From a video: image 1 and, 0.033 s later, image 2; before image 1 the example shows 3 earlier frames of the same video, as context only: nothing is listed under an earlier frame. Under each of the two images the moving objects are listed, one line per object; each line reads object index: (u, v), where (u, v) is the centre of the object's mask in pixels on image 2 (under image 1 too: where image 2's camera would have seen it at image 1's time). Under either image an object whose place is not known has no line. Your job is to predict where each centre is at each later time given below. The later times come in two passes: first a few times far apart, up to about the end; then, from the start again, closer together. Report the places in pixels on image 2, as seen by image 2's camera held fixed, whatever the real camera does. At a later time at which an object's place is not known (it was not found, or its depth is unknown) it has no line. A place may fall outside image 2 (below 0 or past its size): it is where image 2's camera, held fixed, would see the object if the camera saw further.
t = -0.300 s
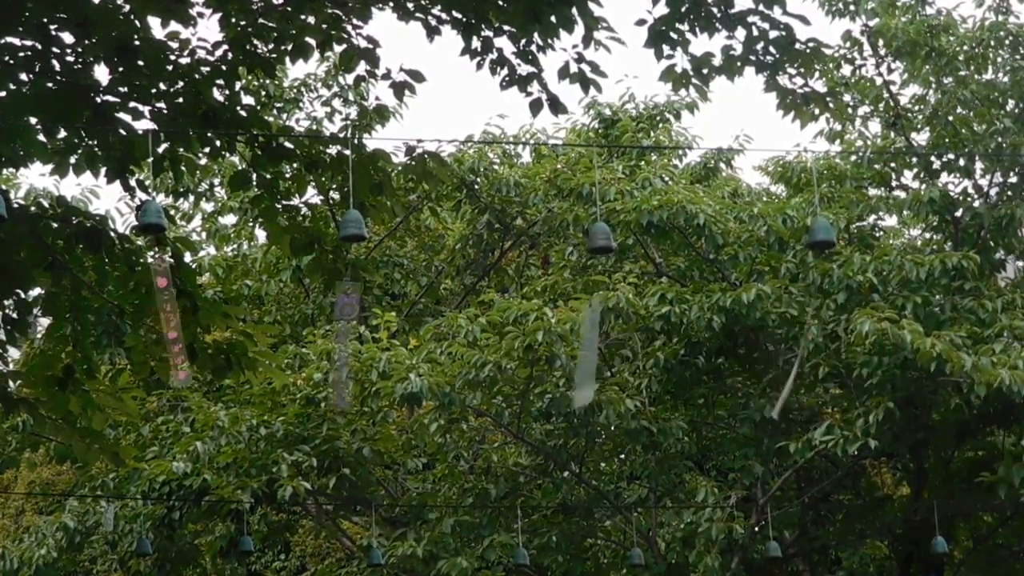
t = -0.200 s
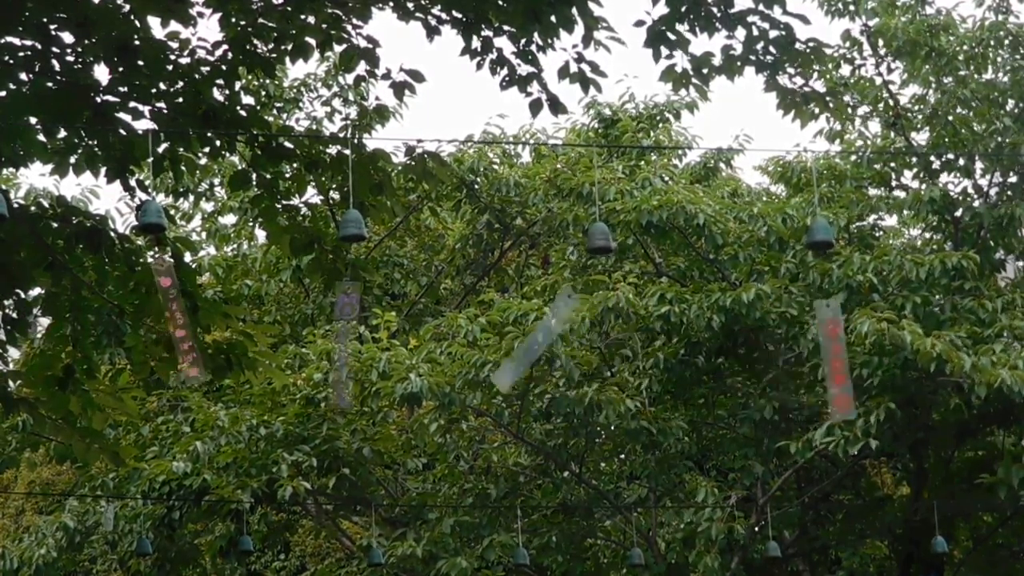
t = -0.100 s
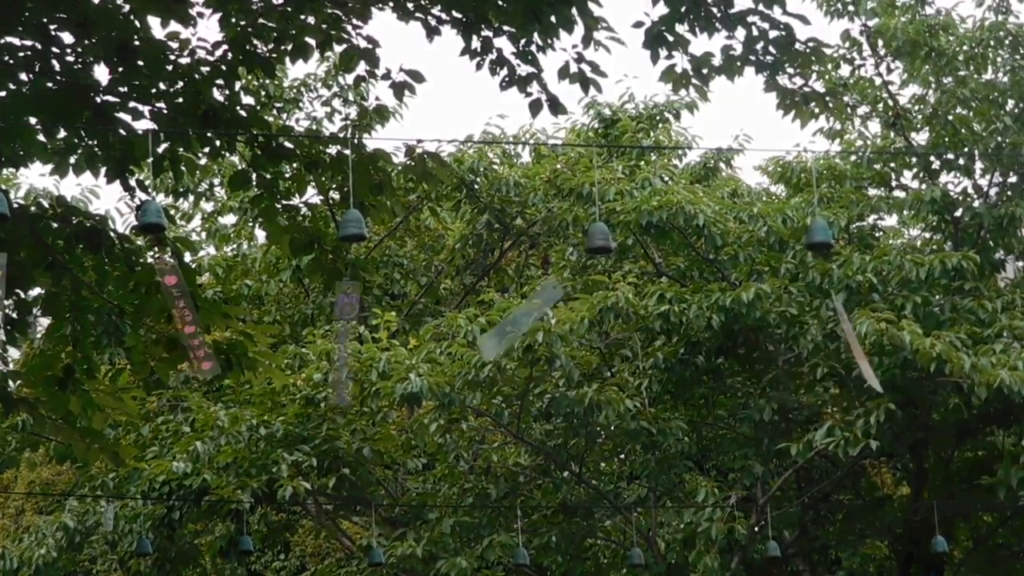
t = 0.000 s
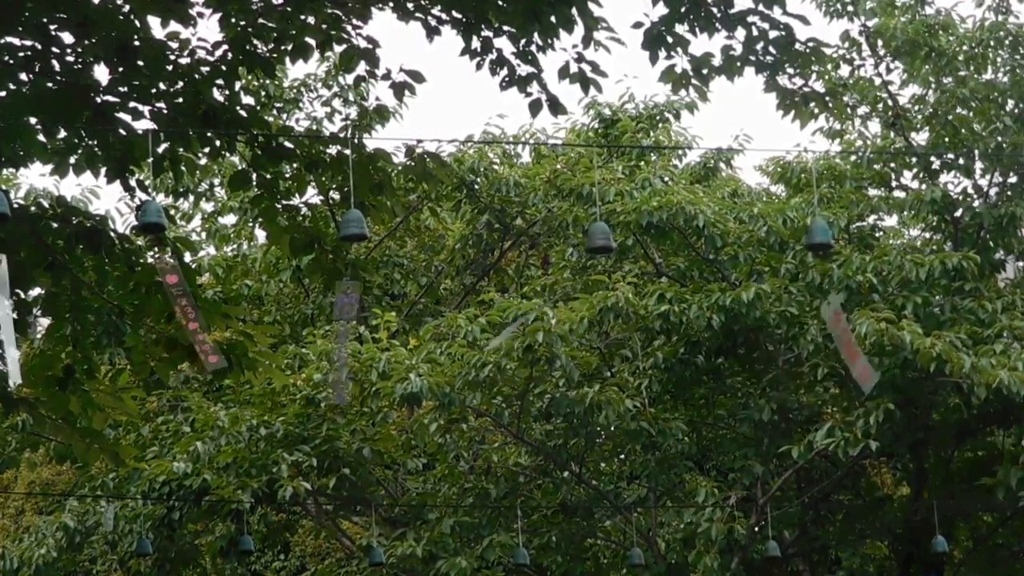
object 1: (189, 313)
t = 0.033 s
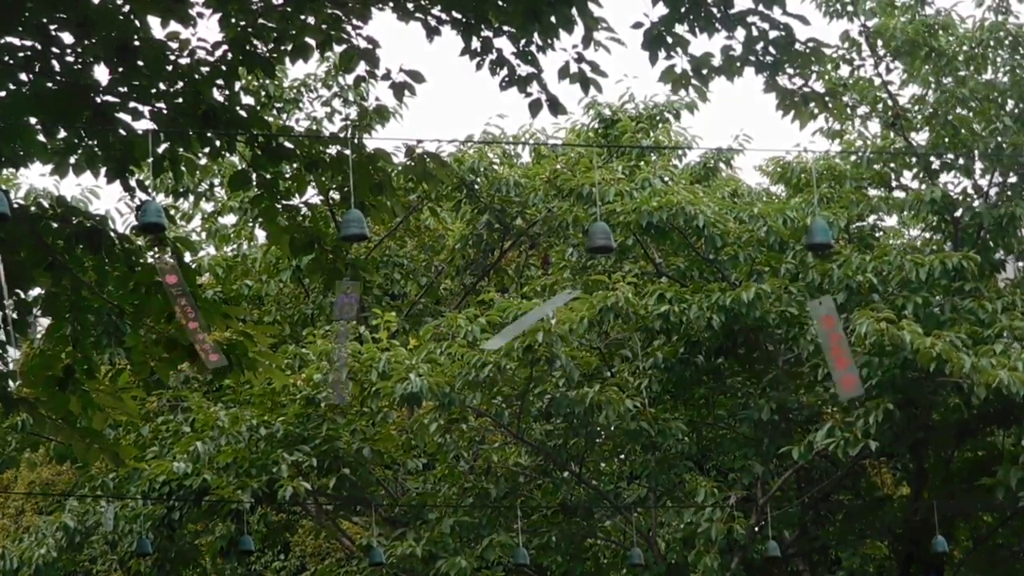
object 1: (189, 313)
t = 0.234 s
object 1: (187, 313)
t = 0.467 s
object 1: (173, 318)
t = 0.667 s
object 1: (167, 322)
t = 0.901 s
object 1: (166, 323)
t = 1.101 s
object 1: (164, 323)
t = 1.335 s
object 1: (161, 324)
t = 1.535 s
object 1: (162, 323)
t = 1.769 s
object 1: (166, 322)
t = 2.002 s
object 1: (171, 320)
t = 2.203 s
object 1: (176, 322)
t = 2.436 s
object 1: (179, 322)
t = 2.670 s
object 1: (176, 320)
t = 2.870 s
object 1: (172, 320)
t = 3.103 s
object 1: (173, 319)
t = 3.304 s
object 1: (179, 317)
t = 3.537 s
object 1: (170, 318)
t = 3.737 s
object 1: (163, 316)
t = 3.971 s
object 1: (165, 314)
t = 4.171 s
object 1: (160, 315)
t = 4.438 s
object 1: (161, 315)
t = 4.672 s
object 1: (167, 313)
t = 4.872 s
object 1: (167, 313)
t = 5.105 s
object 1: (172, 312)
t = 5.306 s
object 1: (176, 311)
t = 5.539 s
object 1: (176, 316)
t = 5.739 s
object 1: (172, 318)
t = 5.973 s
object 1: (171, 318)
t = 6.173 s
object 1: (174, 316)
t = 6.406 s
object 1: (173, 315)
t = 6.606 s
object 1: (168, 316)
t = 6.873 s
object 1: (168, 315)
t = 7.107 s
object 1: (172, 314)
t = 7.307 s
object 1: (168, 315)
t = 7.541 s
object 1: (166, 315)
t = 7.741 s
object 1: (169, 315)
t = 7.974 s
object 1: (169, 315)
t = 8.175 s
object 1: (166, 319)
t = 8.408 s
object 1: (167, 317)
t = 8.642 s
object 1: (170, 316)
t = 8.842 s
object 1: (169, 316)
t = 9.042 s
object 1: (165, 317)
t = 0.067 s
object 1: (188, 313)
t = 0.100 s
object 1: (188, 313)
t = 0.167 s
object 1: (188, 313)
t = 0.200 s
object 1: (188, 313)
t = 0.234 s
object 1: (187, 313)
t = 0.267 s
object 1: (185, 314)
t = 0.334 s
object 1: (181, 315)
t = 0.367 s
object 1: (179, 315)
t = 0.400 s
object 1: (177, 318)
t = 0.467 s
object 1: (173, 318)
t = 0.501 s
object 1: (171, 318)
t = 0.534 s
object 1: (170, 318)
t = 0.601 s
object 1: (169, 321)
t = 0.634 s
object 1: (168, 321)
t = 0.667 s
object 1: (167, 322)
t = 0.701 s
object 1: (167, 323)
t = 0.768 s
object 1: (166, 323)
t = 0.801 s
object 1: (165, 323)
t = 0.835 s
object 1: (165, 323)
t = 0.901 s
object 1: (166, 323)
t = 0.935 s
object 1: (165, 323)
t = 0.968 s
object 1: (165, 323)
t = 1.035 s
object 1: (165, 322)
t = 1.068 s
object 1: (164, 323)
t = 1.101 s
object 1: (164, 323)
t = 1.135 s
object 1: (163, 324)
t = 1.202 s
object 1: (162, 324)
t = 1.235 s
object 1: (162, 324)
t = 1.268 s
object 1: (161, 323)
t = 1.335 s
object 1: (161, 324)
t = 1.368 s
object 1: (161, 324)
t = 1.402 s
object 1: (161, 324)
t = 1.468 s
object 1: (161, 324)
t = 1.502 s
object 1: (161, 323)
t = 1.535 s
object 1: (162, 323)
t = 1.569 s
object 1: (162, 323)
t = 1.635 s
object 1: (164, 322)
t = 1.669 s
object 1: (164, 322)
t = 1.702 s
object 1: (165, 322)
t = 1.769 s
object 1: (166, 322)
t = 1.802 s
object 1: (167, 321)
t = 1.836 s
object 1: (168, 321)
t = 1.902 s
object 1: (169, 321)
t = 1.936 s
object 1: (170, 321)
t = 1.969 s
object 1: (170, 320)
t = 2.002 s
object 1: (171, 320)
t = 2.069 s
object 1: (173, 321)
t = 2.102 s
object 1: (174, 321)
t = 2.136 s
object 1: (175, 322)
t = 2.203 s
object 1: (176, 322)
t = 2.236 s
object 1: (177, 322)
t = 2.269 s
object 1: (178, 321)
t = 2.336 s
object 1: (179, 321)
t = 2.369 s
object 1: (179, 321)
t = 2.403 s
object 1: (179, 321)
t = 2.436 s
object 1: (179, 322)
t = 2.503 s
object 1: (179, 322)
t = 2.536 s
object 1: (179, 321)
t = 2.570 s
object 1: (178, 322)
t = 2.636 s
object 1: (177, 321)
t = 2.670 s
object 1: (176, 320)
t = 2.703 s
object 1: (175, 321)
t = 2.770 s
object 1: (173, 320)
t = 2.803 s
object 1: (173, 320)
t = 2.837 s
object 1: (172, 320)
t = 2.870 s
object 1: (172, 320)
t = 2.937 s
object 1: (171, 320)
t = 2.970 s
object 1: (171, 320)
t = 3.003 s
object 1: (171, 320)
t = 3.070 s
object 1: (173, 320)
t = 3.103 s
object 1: (173, 319)
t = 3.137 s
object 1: (174, 319)
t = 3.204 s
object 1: (176, 319)
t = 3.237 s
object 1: (178, 319)
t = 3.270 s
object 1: (179, 318)
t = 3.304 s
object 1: (179, 317)
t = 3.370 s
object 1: (179, 315)
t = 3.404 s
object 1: (178, 315)
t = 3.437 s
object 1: (175, 316)
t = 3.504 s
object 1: (171, 316)
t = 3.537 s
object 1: (170, 318)
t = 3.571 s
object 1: (168, 318)
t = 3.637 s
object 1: (165, 315)
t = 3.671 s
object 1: (164, 315)
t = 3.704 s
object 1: (163, 316)
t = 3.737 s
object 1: (163, 316)
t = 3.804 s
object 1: (163, 315)
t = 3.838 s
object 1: (164, 315)
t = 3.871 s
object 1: (165, 315)
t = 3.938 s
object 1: (165, 315)
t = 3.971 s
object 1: (165, 314)
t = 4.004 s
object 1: (165, 315)
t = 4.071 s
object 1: (163, 316)
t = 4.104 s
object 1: (162, 316)
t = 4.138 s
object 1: (161, 315)
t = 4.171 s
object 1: (160, 315)
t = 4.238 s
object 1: (159, 315)
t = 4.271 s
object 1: (159, 315)
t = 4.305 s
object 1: (159, 315)
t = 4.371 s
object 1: (160, 315)
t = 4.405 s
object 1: (160, 315)
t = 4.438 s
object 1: (161, 315)
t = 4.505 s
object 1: (163, 315)
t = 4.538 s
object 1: (164, 314)
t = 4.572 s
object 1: (165, 313)
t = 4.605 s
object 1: (166, 313)
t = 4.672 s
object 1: (167, 313)
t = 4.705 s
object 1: (167, 313)
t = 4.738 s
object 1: (167, 313)
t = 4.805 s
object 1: (167, 313)
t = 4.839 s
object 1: (167, 313)
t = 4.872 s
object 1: (167, 313)
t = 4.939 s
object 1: (167, 313)
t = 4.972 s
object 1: (168, 314)
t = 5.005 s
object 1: (169, 313)
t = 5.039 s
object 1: (170, 313)
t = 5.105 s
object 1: (172, 312)
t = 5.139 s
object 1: (173, 311)
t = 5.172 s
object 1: (174, 311)
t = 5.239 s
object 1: (176, 311)
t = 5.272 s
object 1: (176, 311)
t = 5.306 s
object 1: (176, 311)
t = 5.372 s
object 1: (177, 312)
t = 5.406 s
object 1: (177, 312)
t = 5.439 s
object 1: (177, 313)
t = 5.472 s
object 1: (177, 314)
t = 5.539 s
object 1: (176, 316)
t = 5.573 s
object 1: (176, 317)
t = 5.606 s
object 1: (175, 317)
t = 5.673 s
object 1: (173, 317)
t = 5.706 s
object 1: (173, 318)
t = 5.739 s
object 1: (172, 318)
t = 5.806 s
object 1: (172, 318)
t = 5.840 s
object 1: (171, 318)
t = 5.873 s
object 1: (171, 318)
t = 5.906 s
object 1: (171, 318)
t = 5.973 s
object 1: (171, 318)
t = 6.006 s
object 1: (171, 318)
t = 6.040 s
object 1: (171, 318)
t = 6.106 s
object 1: (173, 316)
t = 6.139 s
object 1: (174, 316)
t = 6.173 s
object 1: (174, 316)
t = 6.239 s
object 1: (174, 315)
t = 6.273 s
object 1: (174, 315)
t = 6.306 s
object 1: (174, 315)
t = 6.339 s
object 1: (174, 315)
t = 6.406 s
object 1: (173, 315)
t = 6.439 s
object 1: (173, 315)
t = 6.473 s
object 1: (172, 314)
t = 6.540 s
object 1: (170, 315)
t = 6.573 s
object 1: (169, 315)
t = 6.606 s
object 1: (168, 316)
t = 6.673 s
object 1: (168, 316)
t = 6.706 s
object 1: (167, 316)
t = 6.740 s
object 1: (167, 316)
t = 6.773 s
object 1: (167, 316)
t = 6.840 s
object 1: (168, 316)
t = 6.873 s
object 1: (168, 315)
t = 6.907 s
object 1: (169, 315)
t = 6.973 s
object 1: (171, 315)
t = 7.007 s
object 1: (172, 314)
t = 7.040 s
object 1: (172, 314)
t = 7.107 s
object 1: (172, 314)
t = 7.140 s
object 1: (172, 315)
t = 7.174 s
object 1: (171, 315)
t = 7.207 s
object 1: (170, 315)
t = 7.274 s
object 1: (169, 315)
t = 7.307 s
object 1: (168, 315)
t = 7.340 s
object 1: (168, 315)
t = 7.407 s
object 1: (166, 316)
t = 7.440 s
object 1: (166, 316)
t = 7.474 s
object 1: (166, 315)
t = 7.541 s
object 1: (166, 315)
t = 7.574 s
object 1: (167, 314)
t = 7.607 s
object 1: (167, 315)
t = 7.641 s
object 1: (168, 315)
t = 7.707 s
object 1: (169, 315)
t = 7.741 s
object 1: (169, 315)
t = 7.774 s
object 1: (170, 313)
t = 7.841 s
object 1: (170, 313)
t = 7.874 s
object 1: (170, 313)
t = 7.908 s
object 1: (170, 313)
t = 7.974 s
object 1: (169, 315)
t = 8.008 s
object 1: (168, 314)
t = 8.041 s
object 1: (168, 315)
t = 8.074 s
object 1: (167, 315)
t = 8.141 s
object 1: (167, 320)
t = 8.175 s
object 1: (166, 319)
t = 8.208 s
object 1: (166, 319)
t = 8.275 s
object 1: (165, 319)
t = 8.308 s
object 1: (165, 318)
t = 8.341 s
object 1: (165, 318)
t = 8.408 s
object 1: (167, 317)
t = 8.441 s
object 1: (168, 317)
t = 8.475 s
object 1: (168, 317)
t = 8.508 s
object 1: (169, 316)
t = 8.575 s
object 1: (170, 316)
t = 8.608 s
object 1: (170, 316)
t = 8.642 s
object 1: (170, 316)
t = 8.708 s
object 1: (170, 316)
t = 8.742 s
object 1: (170, 316)
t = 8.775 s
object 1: (170, 316)
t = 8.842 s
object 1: (169, 316)
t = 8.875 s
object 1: (168, 315)
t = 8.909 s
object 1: (167, 316)
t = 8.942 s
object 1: (167, 316)
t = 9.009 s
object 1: (166, 317)
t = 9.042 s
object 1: (165, 317)
